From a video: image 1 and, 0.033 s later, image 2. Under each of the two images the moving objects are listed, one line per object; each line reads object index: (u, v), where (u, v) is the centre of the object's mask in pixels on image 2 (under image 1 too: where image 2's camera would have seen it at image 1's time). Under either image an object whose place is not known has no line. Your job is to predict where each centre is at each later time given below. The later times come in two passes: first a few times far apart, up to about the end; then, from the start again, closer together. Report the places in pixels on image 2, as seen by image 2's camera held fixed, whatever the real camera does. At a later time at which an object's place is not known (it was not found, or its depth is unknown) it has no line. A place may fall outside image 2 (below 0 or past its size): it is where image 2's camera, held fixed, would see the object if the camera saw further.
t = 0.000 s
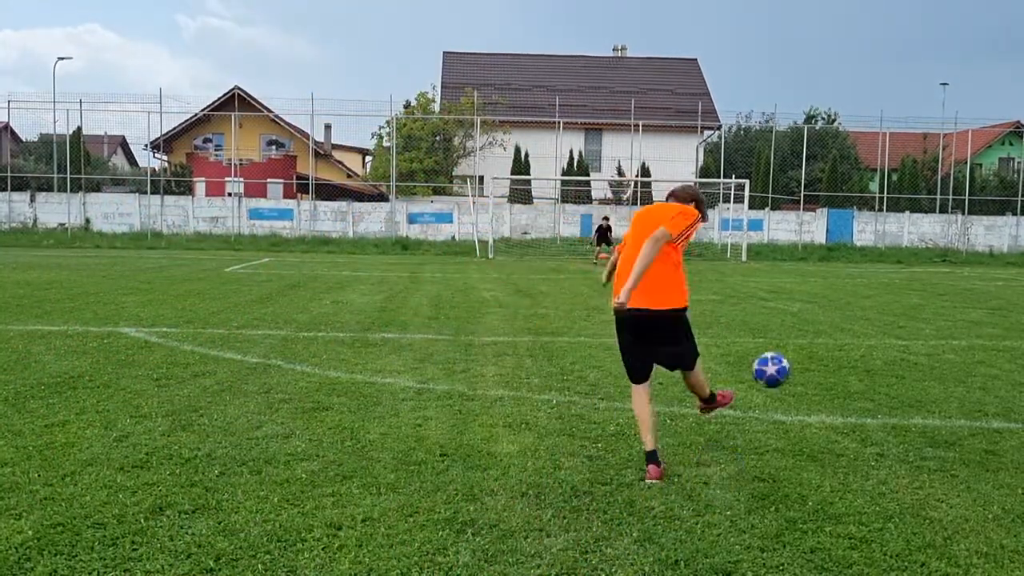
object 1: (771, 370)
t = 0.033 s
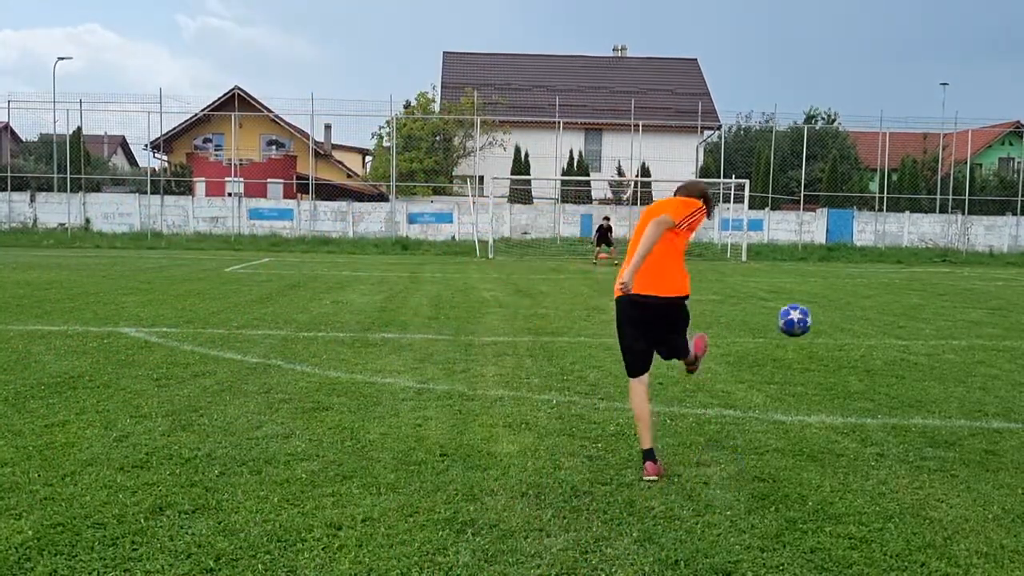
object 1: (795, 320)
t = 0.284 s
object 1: (893, 130)
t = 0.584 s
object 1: (946, 68)
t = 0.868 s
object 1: (974, 67)
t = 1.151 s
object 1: (992, 93)
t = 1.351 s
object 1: (1000, 121)
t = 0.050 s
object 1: (805, 299)
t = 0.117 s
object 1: (837, 230)
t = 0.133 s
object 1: (845, 215)
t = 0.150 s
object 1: (852, 202)
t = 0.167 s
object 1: (858, 190)
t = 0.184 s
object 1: (864, 180)
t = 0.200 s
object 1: (870, 169)
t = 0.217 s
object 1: (875, 160)
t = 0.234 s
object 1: (880, 152)
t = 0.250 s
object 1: (884, 144)
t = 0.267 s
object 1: (890, 136)
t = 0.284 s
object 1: (893, 130)
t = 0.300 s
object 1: (897, 123)
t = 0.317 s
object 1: (901, 118)
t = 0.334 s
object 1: (905, 112)
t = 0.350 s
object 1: (909, 107)
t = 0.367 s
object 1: (912, 103)
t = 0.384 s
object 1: (915, 98)
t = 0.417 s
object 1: (922, 91)
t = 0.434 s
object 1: (924, 87)
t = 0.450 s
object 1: (927, 84)
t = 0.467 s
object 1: (930, 82)
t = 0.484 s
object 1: (933, 79)
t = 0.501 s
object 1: (936, 77)
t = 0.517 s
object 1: (937, 75)
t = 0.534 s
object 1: (940, 73)
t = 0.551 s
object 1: (942, 71)
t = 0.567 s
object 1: (944, 70)
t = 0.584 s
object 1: (946, 68)
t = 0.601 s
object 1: (948, 67)
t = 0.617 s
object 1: (950, 66)
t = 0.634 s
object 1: (952, 66)
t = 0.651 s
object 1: (954, 65)
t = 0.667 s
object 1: (956, 64)
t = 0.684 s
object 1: (957, 64)
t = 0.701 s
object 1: (959, 63)
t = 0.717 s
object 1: (961, 63)
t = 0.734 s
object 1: (963, 63)
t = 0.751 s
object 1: (964, 64)
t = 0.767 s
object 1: (966, 64)
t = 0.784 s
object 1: (967, 64)
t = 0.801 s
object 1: (969, 64)
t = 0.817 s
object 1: (970, 65)
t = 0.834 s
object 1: (971, 66)
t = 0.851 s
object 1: (973, 66)
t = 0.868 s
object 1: (974, 67)
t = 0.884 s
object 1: (976, 68)
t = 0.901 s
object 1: (977, 69)
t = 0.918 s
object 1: (978, 70)
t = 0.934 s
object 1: (979, 72)
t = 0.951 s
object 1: (980, 73)
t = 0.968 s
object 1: (981, 74)
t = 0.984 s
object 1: (983, 76)
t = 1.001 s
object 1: (984, 77)
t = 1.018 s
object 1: (985, 79)
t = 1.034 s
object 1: (986, 80)
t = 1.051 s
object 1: (987, 82)
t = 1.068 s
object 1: (988, 84)
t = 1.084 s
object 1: (988, 85)
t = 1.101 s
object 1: (989, 87)
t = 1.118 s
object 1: (991, 89)
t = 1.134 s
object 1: (991, 91)
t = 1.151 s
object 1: (992, 93)
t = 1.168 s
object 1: (993, 95)
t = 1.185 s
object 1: (994, 97)
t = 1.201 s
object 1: (994, 99)
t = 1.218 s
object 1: (995, 102)
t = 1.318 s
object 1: (999, 117)
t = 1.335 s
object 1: (1000, 119)
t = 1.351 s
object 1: (1000, 121)
